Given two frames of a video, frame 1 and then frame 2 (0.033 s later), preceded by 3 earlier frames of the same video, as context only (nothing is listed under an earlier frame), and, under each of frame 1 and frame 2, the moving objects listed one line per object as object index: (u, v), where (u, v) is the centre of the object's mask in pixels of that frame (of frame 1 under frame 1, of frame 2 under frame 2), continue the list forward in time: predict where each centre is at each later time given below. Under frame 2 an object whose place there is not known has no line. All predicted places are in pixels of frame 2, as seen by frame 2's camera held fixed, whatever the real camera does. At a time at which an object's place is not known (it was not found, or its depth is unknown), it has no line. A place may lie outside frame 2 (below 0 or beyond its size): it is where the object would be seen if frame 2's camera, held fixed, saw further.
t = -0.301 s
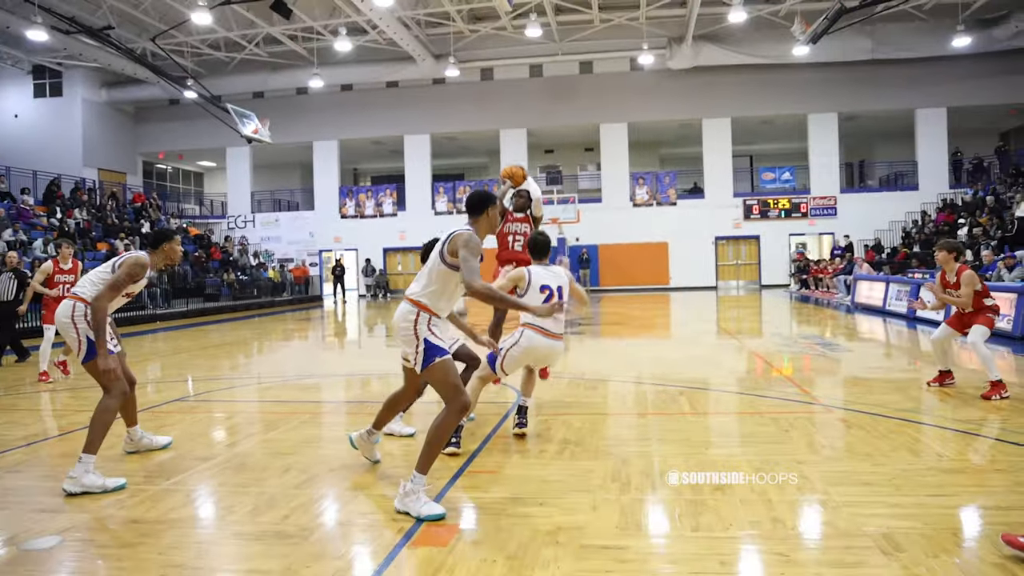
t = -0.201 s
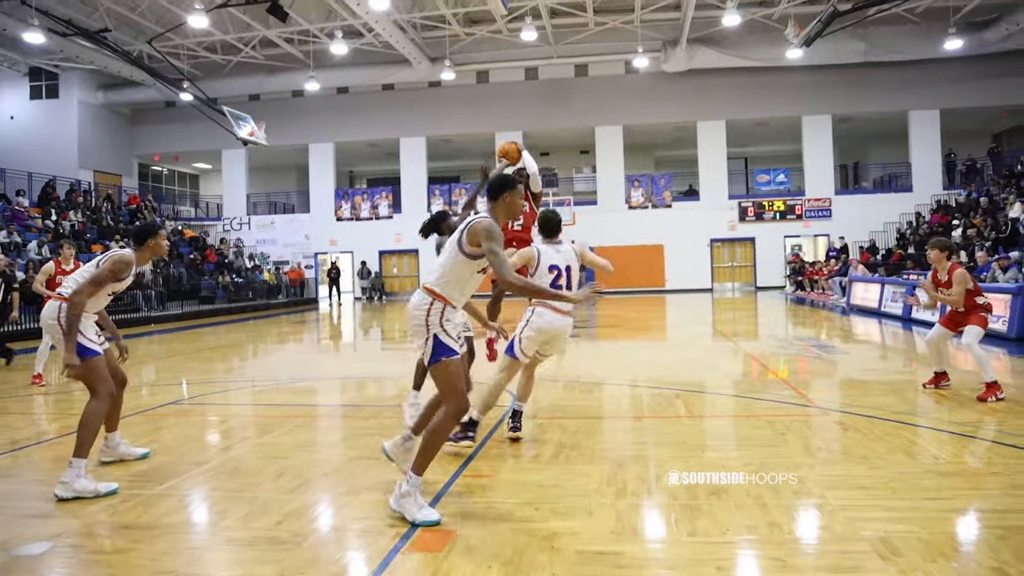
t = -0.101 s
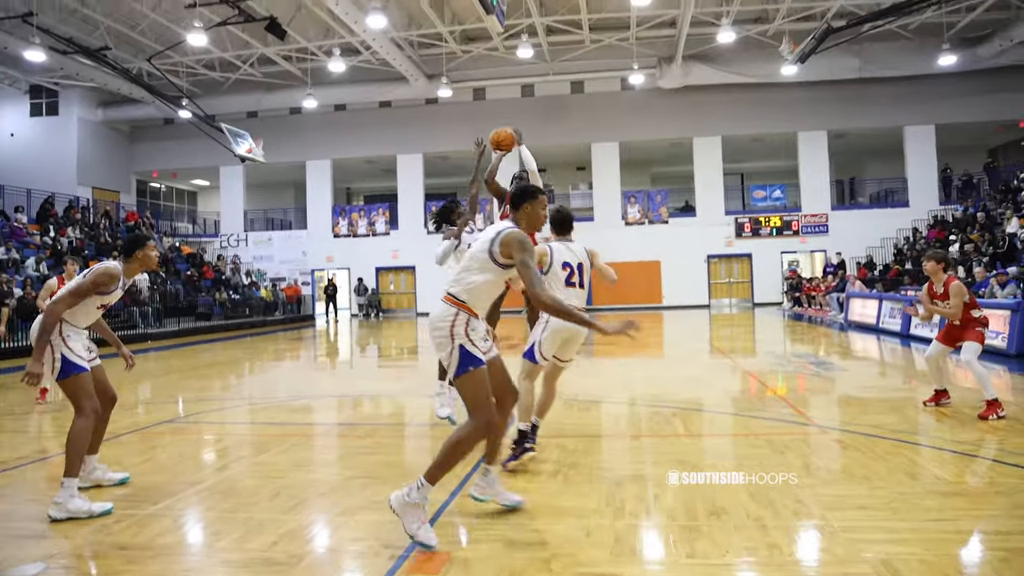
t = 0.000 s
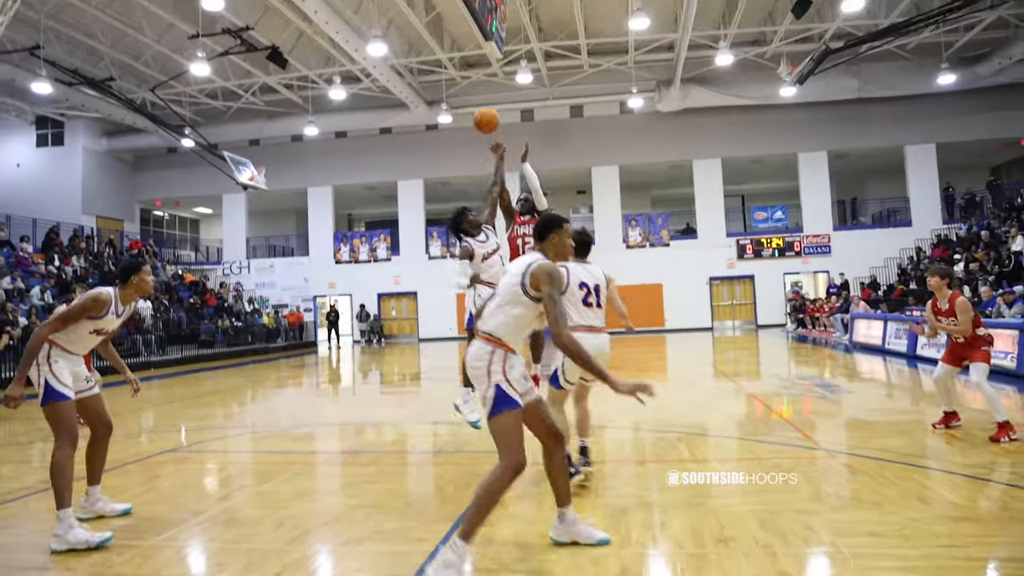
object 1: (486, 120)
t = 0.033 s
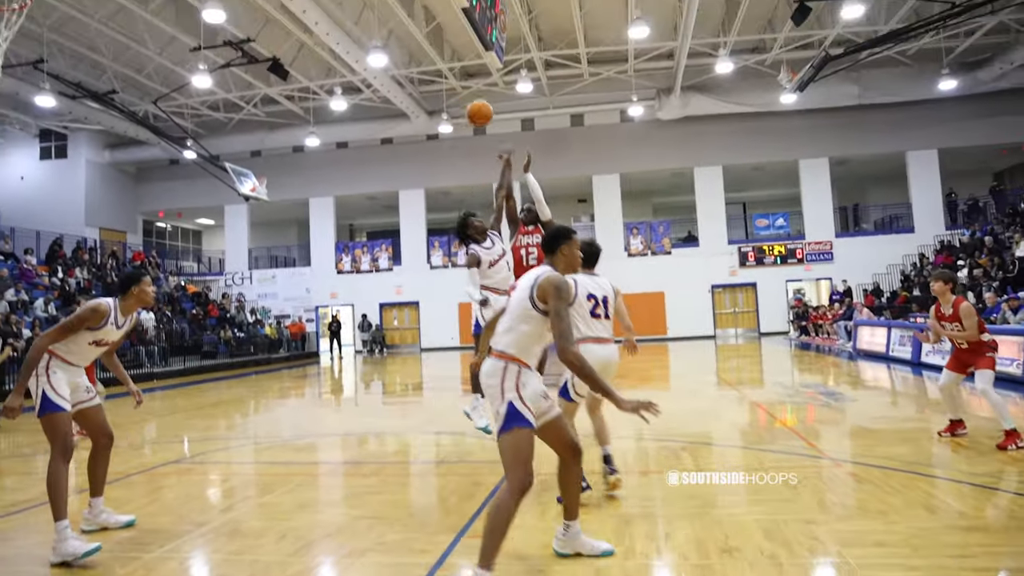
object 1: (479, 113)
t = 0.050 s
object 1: (476, 104)
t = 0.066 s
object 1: (472, 96)
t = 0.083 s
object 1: (469, 88)
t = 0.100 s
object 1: (465, 80)
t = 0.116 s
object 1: (461, 72)
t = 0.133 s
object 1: (457, 65)
